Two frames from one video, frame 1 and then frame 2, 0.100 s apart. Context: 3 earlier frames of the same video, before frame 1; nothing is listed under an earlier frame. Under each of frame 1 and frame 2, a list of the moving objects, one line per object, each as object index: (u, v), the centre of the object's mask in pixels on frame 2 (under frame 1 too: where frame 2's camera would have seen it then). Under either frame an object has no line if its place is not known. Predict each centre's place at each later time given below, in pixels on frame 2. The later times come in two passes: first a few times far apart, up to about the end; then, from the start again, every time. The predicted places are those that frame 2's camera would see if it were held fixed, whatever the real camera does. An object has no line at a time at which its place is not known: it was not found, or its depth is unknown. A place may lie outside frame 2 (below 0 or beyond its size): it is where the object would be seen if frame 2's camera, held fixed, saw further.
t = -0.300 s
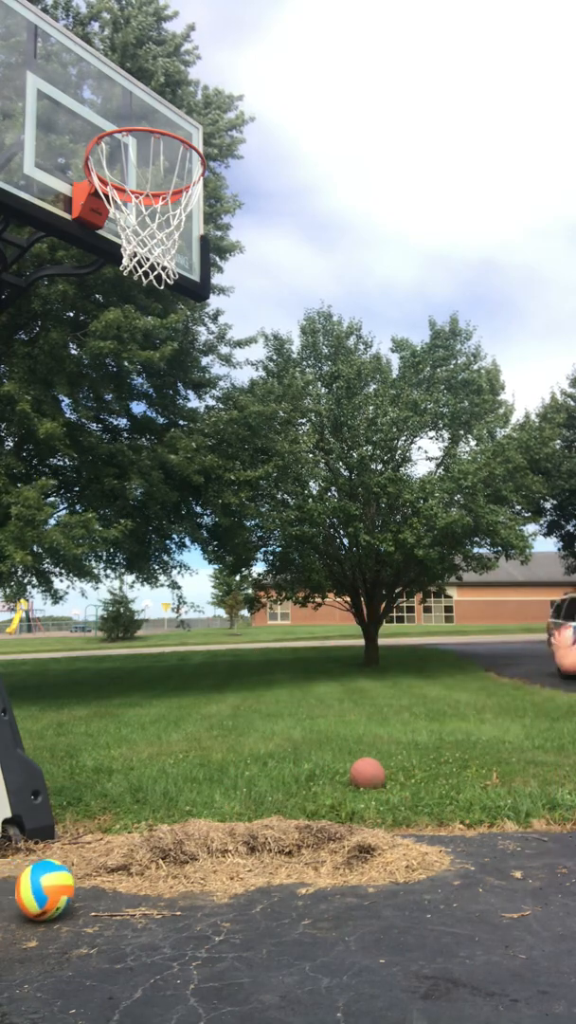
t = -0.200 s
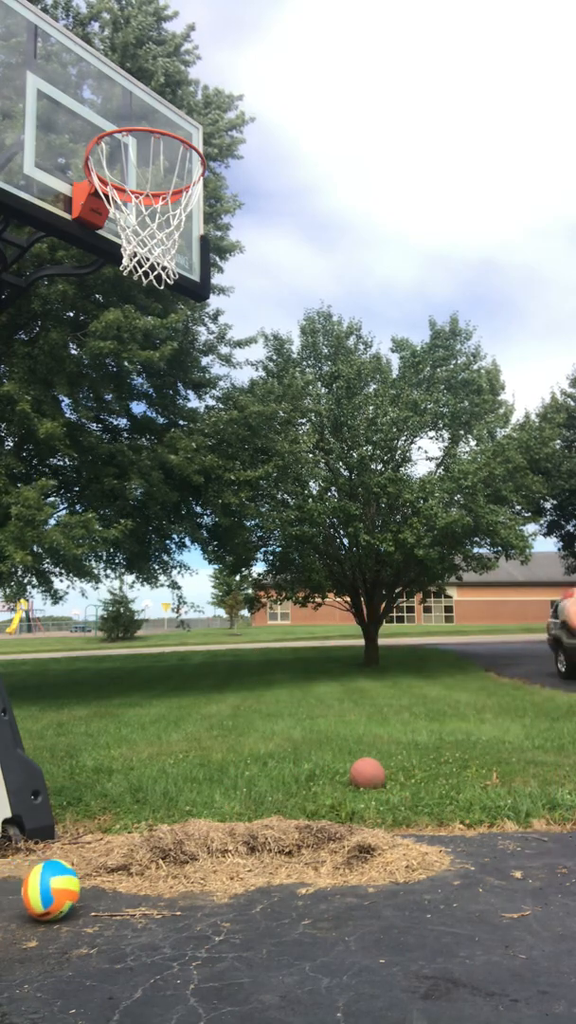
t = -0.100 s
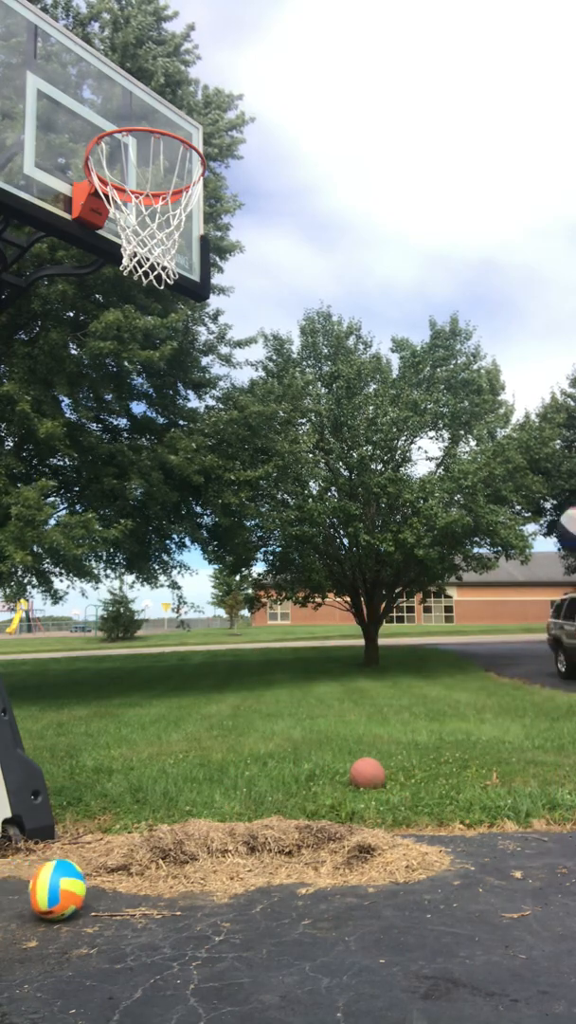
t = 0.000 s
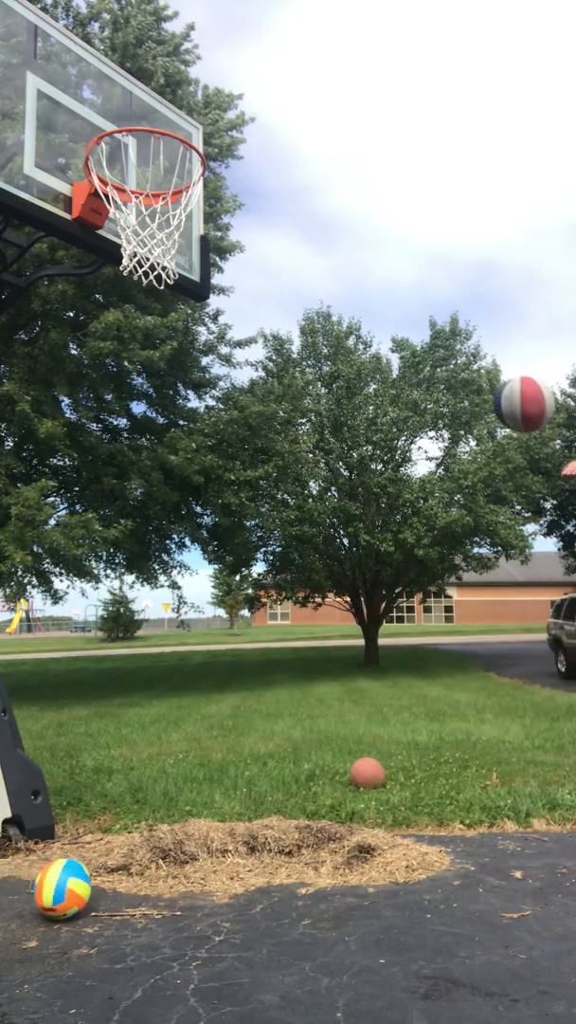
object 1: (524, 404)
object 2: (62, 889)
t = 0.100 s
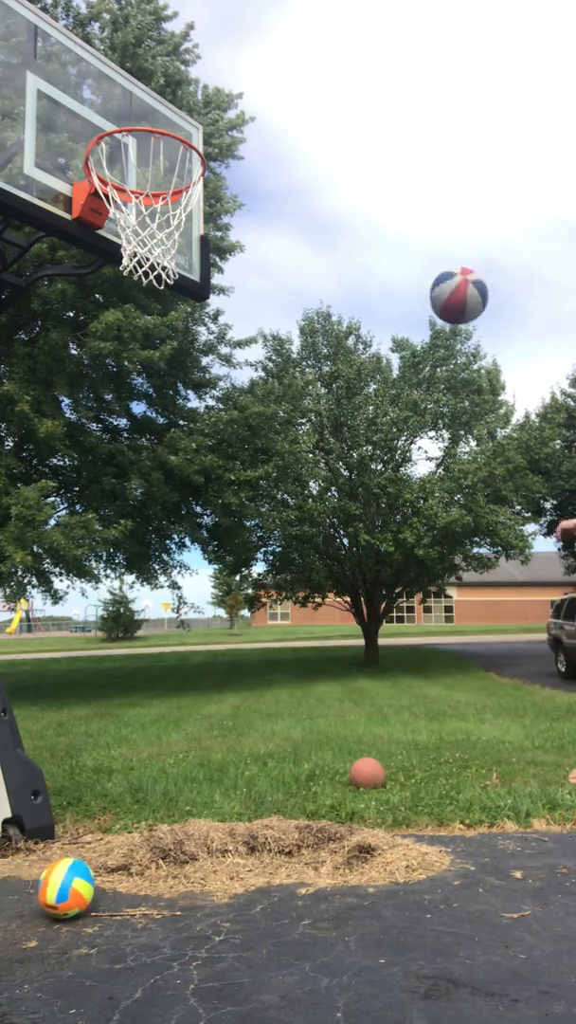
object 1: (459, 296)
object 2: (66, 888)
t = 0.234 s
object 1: (375, 190)
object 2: (68, 887)
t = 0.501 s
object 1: (211, 105)
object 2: (66, 887)
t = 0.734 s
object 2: (61, 886)
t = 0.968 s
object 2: (54, 885)
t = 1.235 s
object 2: (47, 885)
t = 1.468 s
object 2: (44, 884)
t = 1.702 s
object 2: (45, 885)
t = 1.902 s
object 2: (47, 886)
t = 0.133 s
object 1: (438, 265)
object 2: (66, 888)
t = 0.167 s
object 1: (417, 237)
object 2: (67, 887)
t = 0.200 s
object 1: (396, 213)
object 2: (68, 887)
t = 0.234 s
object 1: (375, 190)
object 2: (68, 887)
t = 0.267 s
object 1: (355, 171)
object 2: (68, 887)
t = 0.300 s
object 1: (334, 154)
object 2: (68, 887)
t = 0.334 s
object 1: (313, 139)
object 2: (68, 887)
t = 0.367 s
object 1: (293, 128)
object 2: (68, 887)
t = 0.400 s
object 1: (272, 119)
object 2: (68, 887)
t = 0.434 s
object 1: (252, 112)
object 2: (68, 887)
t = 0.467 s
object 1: (232, 107)
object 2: (68, 887)
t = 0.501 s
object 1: (211, 105)
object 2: (66, 887)
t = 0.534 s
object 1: (190, 105)
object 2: (66, 887)
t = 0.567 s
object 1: (170, 106)
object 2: (65, 887)
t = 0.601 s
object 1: (149, 108)
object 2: (64, 887)
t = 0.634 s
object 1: (127, 119)
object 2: (63, 886)
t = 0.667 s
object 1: (105, 128)
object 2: (62, 886)
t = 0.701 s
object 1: (78, 135)
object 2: (62, 886)
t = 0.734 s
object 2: (61, 886)
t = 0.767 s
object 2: (60, 886)
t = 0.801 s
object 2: (59, 885)
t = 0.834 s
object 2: (58, 885)
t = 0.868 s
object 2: (57, 885)
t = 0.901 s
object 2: (56, 885)
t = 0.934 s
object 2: (55, 885)
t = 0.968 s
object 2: (54, 885)
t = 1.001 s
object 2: (53, 885)
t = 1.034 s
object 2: (52, 885)
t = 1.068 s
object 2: (51, 885)
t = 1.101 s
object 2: (51, 885)
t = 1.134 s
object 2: (50, 885)
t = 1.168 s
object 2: (49, 885)
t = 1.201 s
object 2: (48, 885)
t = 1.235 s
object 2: (47, 885)
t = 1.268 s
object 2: (47, 884)
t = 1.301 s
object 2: (46, 884)
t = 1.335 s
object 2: (45, 884)
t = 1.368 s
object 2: (45, 884)
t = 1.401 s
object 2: (45, 884)
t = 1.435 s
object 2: (44, 884)
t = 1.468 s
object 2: (44, 884)
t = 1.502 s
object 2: (44, 884)
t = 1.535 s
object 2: (44, 884)
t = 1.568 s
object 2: (44, 884)
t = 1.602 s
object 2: (44, 885)
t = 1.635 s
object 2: (44, 885)
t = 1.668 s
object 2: (44, 885)
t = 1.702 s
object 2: (45, 885)
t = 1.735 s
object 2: (45, 885)
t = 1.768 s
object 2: (45, 885)
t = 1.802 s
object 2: (46, 885)
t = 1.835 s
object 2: (46, 885)
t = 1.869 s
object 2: (47, 886)
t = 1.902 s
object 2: (47, 886)
